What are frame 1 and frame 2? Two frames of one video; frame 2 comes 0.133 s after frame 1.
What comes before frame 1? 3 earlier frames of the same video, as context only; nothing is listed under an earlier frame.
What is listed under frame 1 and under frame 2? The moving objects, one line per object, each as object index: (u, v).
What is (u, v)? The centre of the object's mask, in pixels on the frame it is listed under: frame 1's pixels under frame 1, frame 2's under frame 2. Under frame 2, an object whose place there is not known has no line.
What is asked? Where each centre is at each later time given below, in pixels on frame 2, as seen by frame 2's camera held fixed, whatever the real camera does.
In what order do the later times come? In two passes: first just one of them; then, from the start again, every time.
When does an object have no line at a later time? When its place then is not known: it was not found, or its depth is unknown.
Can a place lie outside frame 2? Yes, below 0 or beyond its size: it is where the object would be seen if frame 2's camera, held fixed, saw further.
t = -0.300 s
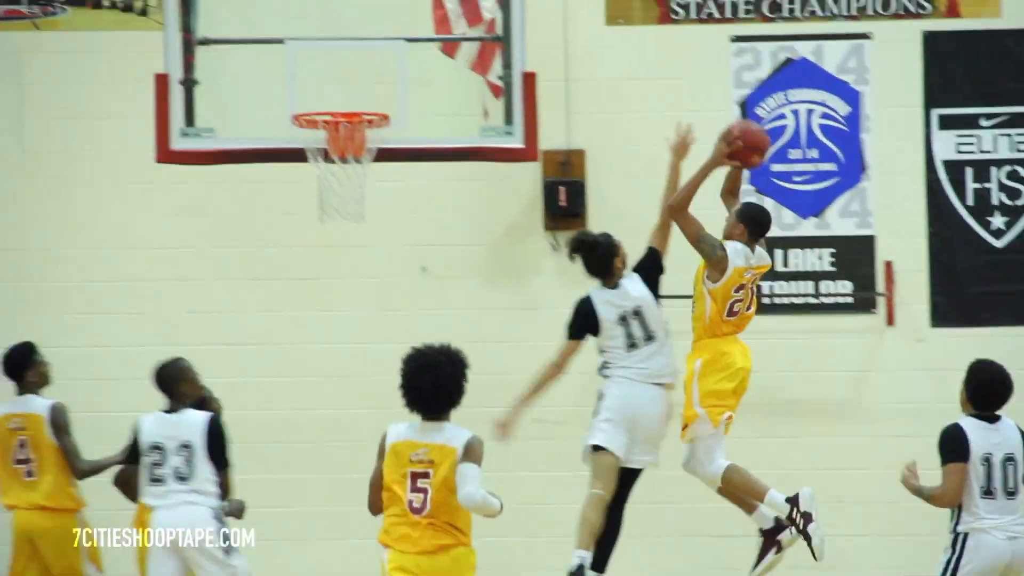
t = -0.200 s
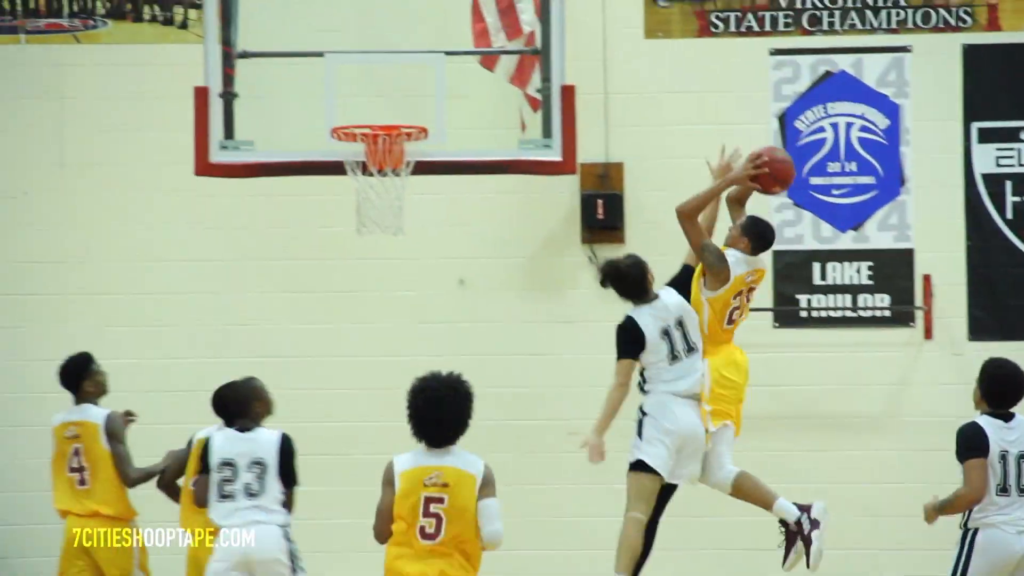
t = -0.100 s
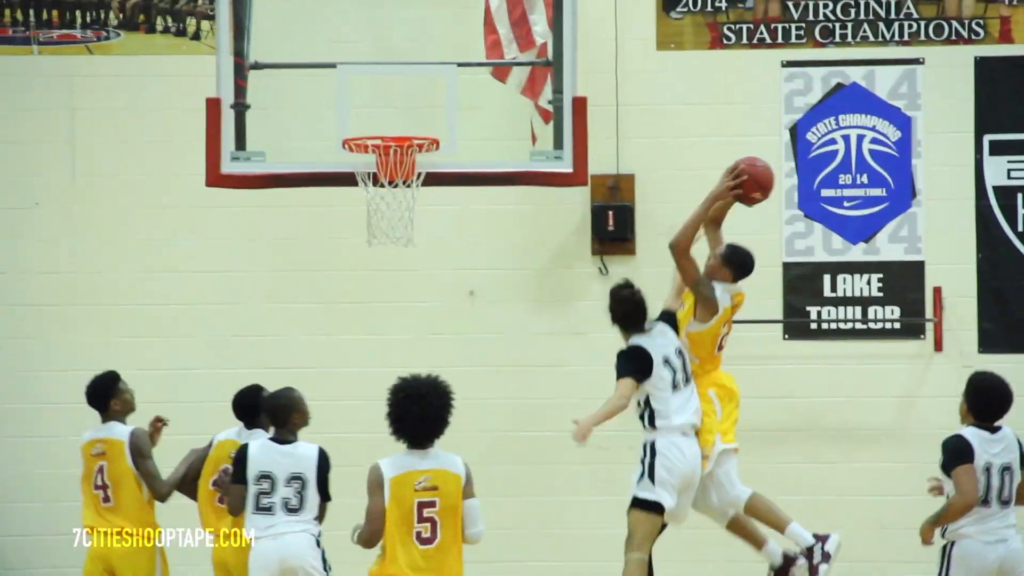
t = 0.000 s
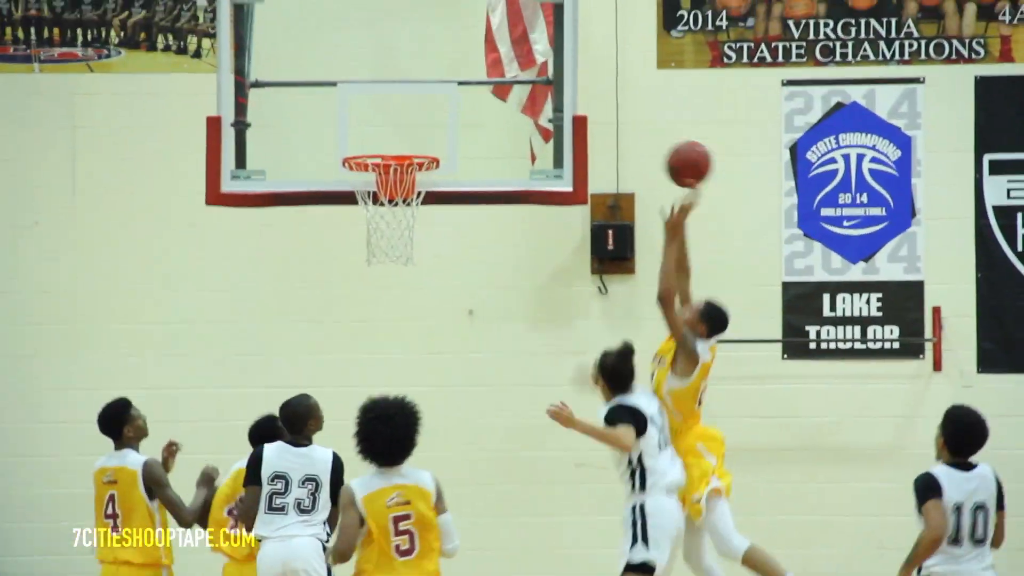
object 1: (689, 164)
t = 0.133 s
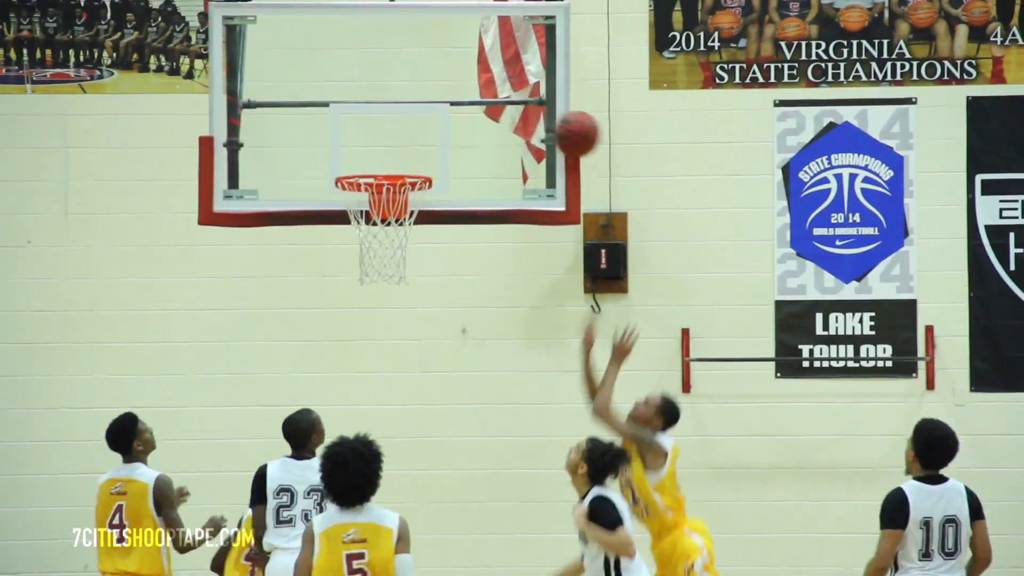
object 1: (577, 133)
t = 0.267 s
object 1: (502, 126)
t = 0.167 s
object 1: (551, 126)
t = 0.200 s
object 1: (533, 123)
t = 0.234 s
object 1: (518, 123)
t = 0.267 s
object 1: (502, 126)
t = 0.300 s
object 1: (487, 130)
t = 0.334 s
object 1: (472, 135)
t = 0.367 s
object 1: (457, 144)
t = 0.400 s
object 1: (441, 155)
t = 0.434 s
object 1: (433, 160)
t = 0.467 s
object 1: (433, 159)
